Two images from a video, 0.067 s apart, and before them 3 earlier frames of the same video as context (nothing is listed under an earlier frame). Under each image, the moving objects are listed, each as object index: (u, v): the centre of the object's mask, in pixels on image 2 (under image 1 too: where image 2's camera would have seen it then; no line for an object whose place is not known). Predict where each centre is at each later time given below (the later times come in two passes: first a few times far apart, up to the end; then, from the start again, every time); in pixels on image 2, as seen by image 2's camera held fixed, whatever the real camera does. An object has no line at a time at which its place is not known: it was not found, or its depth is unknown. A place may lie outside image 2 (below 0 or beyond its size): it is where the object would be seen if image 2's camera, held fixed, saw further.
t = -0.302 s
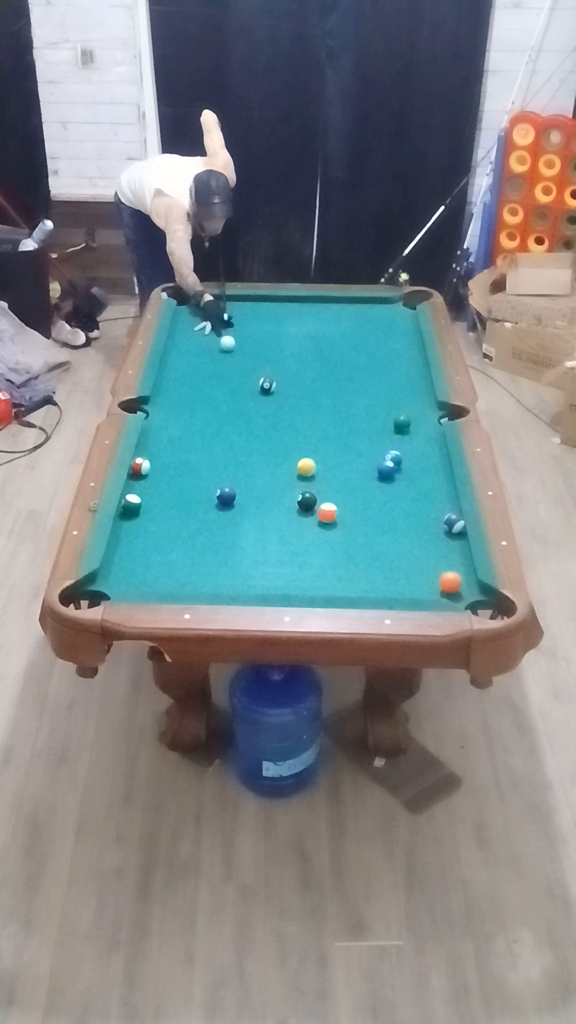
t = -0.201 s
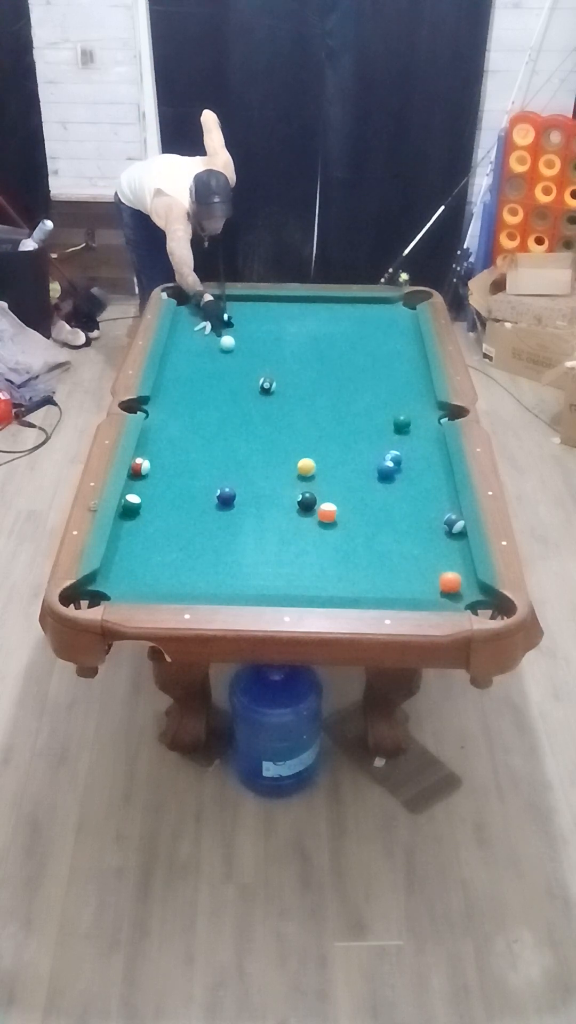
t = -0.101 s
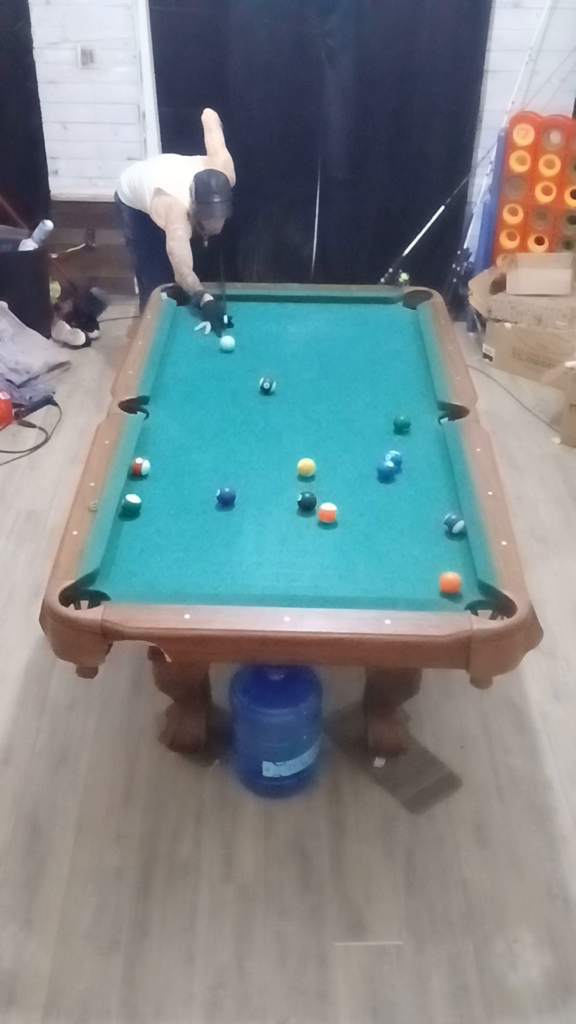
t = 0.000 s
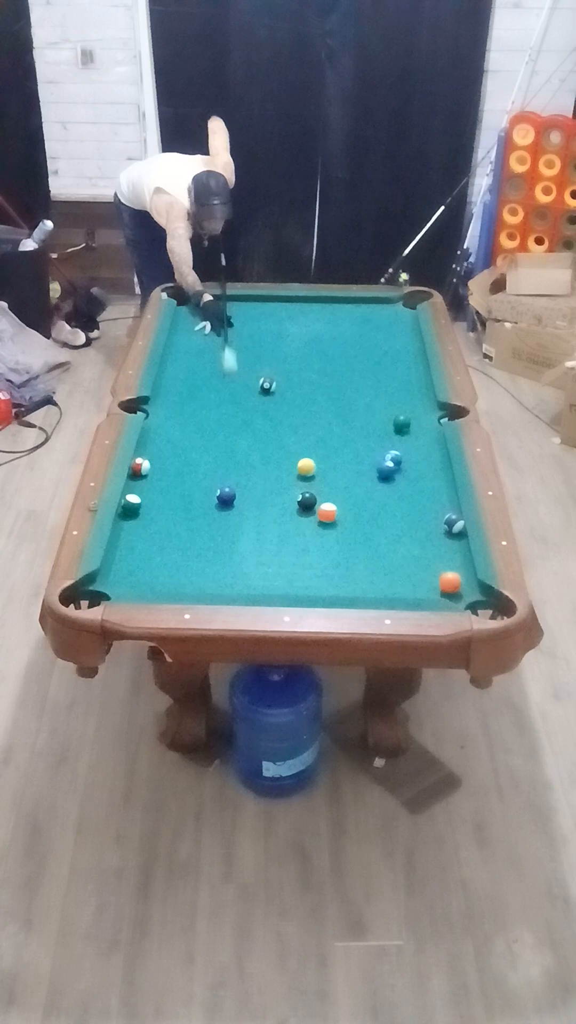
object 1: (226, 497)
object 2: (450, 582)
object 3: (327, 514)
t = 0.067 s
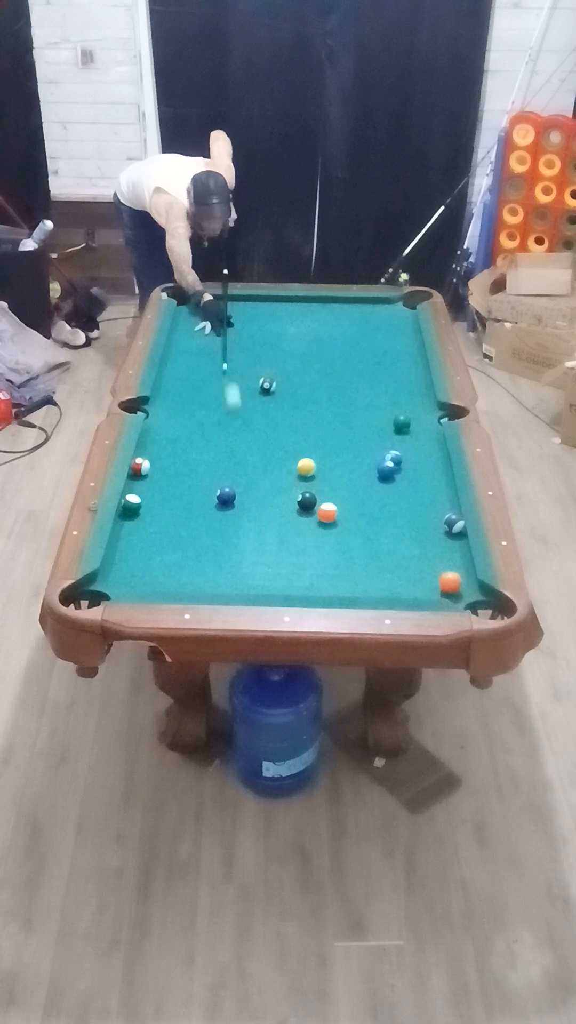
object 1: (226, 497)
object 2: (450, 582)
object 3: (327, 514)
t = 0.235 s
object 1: (217, 504)
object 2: (450, 582)
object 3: (327, 514)
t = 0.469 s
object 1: (114, 558)
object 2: (450, 582)
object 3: (327, 514)
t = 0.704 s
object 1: (148, 581)
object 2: (459, 579)
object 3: (328, 514)
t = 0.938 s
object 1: (195, 566)
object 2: (450, 571)
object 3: (327, 514)
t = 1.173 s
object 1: (239, 549)
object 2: (434, 566)
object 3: (327, 514)
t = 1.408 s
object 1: (279, 532)
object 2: (420, 561)
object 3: (327, 514)
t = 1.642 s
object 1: (310, 518)
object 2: (408, 557)
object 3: (332, 513)
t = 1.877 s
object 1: (315, 513)
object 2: (399, 554)
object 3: (355, 507)
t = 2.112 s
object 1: (319, 510)
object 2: (392, 552)
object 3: (375, 500)
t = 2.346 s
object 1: (321, 509)
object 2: (387, 550)
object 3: (393, 496)
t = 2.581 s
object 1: (322, 509)
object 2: (384, 550)
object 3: (409, 491)
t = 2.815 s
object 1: (322, 509)
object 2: (382, 550)
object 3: (422, 488)
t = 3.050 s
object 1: (322, 509)
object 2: (383, 550)
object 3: (432, 485)
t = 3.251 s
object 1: (322, 509)
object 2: (383, 550)
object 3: (440, 482)
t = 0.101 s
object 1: (226, 497)
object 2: (450, 582)
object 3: (327, 514)
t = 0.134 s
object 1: (226, 497)
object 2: (450, 582)
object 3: (327, 514)
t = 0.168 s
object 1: (226, 497)
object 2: (450, 582)
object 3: (327, 514)
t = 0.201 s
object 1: (226, 497)
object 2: (450, 582)
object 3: (327, 514)
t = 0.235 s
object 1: (217, 504)
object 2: (450, 582)
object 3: (327, 514)
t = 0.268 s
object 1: (200, 513)
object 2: (450, 582)
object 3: (327, 514)
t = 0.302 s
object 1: (186, 522)
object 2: (450, 582)
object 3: (327, 514)
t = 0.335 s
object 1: (171, 529)
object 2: (450, 582)
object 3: (328, 514)
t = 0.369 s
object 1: (155, 536)
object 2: (450, 582)
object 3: (327, 514)
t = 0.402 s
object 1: (142, 543)
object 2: (450, 582)
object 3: (327, 514)
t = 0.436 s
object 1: (128, 550)
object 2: (450, 582)
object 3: (327, 514)
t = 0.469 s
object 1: (114, 558)
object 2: (450, 582)
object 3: (327, 514)
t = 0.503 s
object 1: (117, 563)
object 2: (450, 582)
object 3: (327, 514)
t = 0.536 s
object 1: (123, 568)
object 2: (450, 582)
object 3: (327, 514)
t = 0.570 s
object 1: (127, 576)
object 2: (450, 582)
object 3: (327, 514)
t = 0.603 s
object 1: (131, 579)
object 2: (450, 582)
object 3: (327, 514)
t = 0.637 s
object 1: (135, 583)
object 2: (450, 583)
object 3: (327, 514)
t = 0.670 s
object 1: (142, 583)
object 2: (452, 581)
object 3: (327, 514)
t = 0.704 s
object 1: (148, 581)
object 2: (459, 579)
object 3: (328, 514)
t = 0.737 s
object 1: (156, 580)
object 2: (464, 578)
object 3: (327, 514)
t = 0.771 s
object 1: (162, 579)
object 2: (464, 576)
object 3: (328, 514)
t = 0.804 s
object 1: (170, 577)
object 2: (461, 575)
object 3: (327, 514)
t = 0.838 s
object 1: (177, 571)
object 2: (458, 574)
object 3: (327, 514)
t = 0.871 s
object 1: (184, 569)
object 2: (456, 574)
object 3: (327, 514)
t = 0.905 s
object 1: (189, 568)
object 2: (453, 572)
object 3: (328, 514)
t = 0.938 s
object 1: (195, 566)
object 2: (450, 571)
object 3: (327, 514)
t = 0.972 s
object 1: (202, 562)
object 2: (447, 570)
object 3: (327, 514)
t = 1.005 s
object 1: (209, 561)
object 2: (445, 569)
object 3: (327, 514)
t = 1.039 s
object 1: (216, 558)
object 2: (443, 569)
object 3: (327, 514)
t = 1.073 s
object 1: (221, 554)
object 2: (441, 568)
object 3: (327, 514)
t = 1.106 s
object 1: (228, 552)
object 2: (438, 567)
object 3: (327, 514)
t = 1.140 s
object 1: (234, 551)
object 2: (436, 567)
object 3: (328, 514)
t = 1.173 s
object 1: (239, 549)
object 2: (434, 566)
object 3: (327, 514)
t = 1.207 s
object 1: (245, 546)
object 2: (432, 565)
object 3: (327, 514)
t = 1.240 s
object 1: (250, 543)
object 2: (429, 564)
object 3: (327, 514)
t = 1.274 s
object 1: (256, 542)
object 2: (427, 564)
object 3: (328, 514)
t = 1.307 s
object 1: (262, 539)
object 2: (425, 563)
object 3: (328, 514)
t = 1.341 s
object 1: (268, 537)
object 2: (423, 562)
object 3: (328, 514)
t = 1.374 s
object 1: (273, 533)
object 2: (421, 562)
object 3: (327, 514)
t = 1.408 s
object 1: (279, 532)
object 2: (420, 561)
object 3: (327, 514)
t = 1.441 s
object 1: (283, 531)
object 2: (418, 560)
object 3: (327, 514)
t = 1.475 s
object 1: (289, 529)
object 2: (416, 560)
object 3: (327, 514)
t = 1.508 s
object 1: (294, 526)
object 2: (414, 559)
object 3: (327, 514)
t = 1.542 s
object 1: (299, 524)
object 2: (413, 559)
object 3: (327, 514)
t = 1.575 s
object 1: (305, 520)
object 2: (411, 558)
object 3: (327, 514)
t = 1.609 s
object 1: (309, 518)
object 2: (410, 558)
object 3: (328, 513)
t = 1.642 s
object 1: (310, 518)
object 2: (408, 557)
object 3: (332, 513)
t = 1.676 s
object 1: (311, 518)
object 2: (407, 557)
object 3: (336, 512)
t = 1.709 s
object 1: (311, 517)
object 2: (405, 556)
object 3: (339, 511)
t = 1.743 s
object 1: (312, 516)
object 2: (404, 556)
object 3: (342, 509)
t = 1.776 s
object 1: (312, 515)
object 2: (403, 555)
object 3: (346, 509)
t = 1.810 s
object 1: (313, 514)
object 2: (401, 555)
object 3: (349, 508)
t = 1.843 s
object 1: (314, 513)
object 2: (400, 554)
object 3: (352, 508)
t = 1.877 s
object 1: (315, 513)
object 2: (399, 554)
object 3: (355, 507)
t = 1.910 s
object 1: (315, 513)
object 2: (398, 554)
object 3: (358, 506)
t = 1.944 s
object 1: (316, 512)
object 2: (396, 553)
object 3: (361, 505)
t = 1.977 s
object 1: (316, 512)
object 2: (395, 553)
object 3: (364, 504)
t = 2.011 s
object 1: (317, 512)
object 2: (394, 553)
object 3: (367, 503)
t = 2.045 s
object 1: (317, 510)
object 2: (393, 552)
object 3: (369, 502)
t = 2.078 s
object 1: (318, 511)
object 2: (392, 552)
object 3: (373, 501)
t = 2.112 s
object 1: (319, 510)
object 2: (392, 552)
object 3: (375, 500)
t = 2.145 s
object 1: (319, 510)
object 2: (391, 551)
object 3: (378, 500)
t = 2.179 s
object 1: (319, 510)
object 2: (390, 552)
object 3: (380, 499)
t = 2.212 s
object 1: (320, 510)
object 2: (389, 551)
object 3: (383, 498)
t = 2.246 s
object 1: (320, 509)
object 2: (389, 551)
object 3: (385, 498)
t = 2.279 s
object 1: (320, 510)
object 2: (388, 551)
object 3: (388, 497)
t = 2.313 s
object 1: (320, 509)
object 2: (387, 551)
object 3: (390, 496)
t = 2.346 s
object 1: (321, 509)
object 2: (387, 550)
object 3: (393, 496)
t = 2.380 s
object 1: (321, 510)
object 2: (386, 550)
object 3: (395, 494)
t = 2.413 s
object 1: (321, 510)
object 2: (386, 550)
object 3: (397, 494)
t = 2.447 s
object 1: (321, 509)
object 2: (385, 550)
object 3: (400, 493)
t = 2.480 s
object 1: (322, 509)
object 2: (385, 550)
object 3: (402, 493)
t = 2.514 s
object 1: (322, 509)
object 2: (385, 550)
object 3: (405, 492)
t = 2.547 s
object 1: (322, 509)
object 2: (384, 550)
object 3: (406, 491)
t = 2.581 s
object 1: (322, 509)
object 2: (384, 550)
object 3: (409, 491)
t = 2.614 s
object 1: (322, 509)
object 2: (383, 550)
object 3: (411, 490)
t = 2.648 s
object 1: (322, 509)
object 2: (383, 550)
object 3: (412, 490)
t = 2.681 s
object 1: (322, 509)
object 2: (383, 550)
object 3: (415, 489)
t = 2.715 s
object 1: (322, 509)
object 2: (383, 550)
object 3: (416, 489)
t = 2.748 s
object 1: (322, 509)
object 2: (382, 550)
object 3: (418, 489)
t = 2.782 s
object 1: (322, 509)
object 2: (383, 550)
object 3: (420, 488)
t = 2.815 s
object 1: (322, 509)
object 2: (382, 550)
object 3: (422, 488)
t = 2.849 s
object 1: (322, 509)
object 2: (383, 550)
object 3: (423, 487)
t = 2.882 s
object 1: (322, 509)
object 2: (383, 550)
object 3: (425, 487)
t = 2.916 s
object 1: (322, 509)
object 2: (383, 550)
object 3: (427, 486)
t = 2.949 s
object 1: (322, 509)
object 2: (383, 550)
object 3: (428, 486)
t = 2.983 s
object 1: (322, 509)
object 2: (383, 550)
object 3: (430, 486)
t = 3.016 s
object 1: (322, 509)
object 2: (383, 550)
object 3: (431, 484)
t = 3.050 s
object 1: (322, 509)
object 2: (383, 550)
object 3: (432, 485)
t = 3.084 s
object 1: (322, 509)
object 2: (383, 550)
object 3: (434, 484)
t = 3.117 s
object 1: (322, 509)
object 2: (383, 550)
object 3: (435, 484)
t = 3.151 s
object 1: (322, 509)
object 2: (383, 550)
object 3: (436, 484)
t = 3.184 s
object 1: (322, 509)
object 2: (383, 550)
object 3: (438, 483)
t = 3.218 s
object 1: (322, 509)
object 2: (383, 550)
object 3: (439, 483)
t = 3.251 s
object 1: (322, 509)
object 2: (383, 550)
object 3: (440, 482)
